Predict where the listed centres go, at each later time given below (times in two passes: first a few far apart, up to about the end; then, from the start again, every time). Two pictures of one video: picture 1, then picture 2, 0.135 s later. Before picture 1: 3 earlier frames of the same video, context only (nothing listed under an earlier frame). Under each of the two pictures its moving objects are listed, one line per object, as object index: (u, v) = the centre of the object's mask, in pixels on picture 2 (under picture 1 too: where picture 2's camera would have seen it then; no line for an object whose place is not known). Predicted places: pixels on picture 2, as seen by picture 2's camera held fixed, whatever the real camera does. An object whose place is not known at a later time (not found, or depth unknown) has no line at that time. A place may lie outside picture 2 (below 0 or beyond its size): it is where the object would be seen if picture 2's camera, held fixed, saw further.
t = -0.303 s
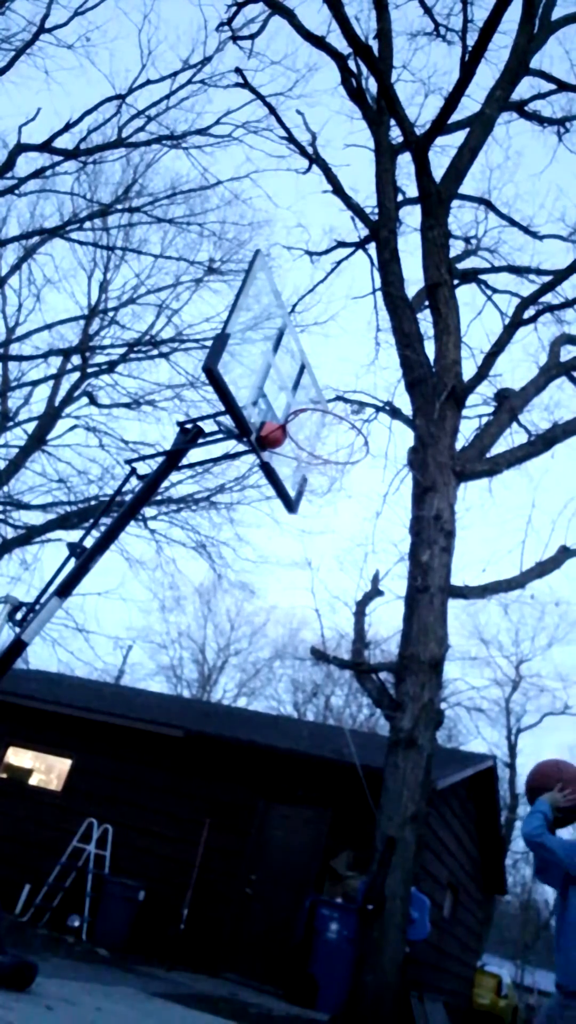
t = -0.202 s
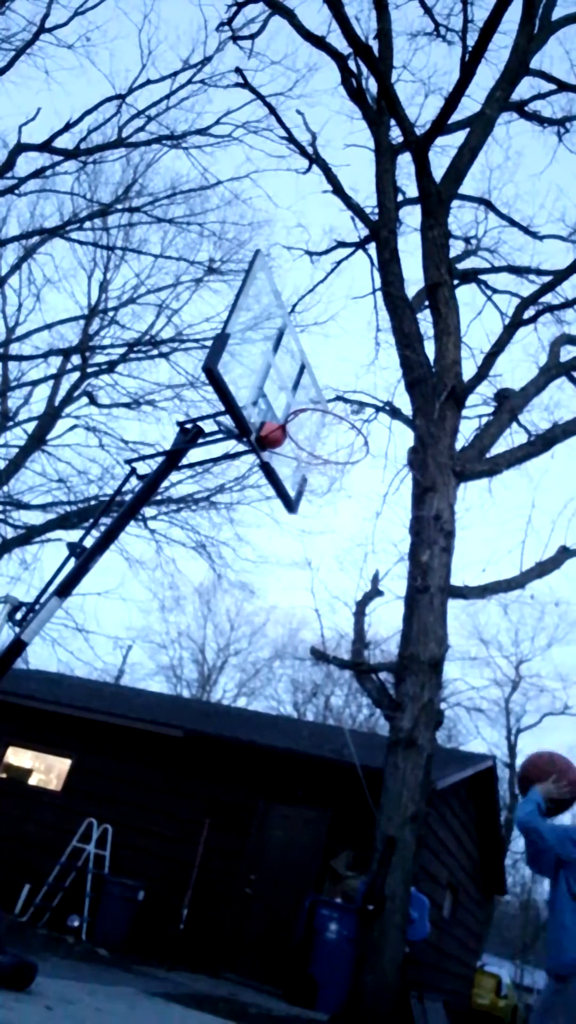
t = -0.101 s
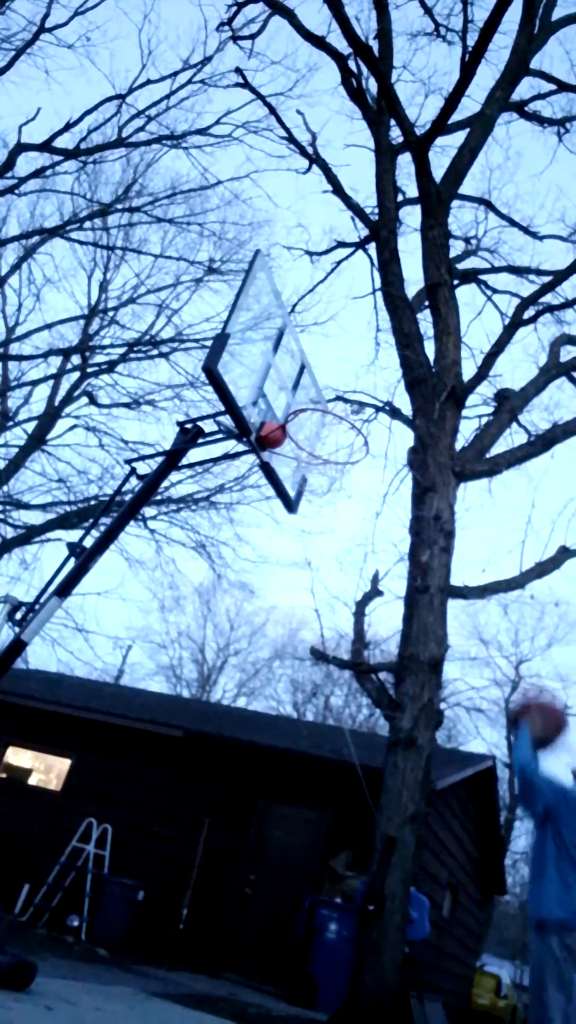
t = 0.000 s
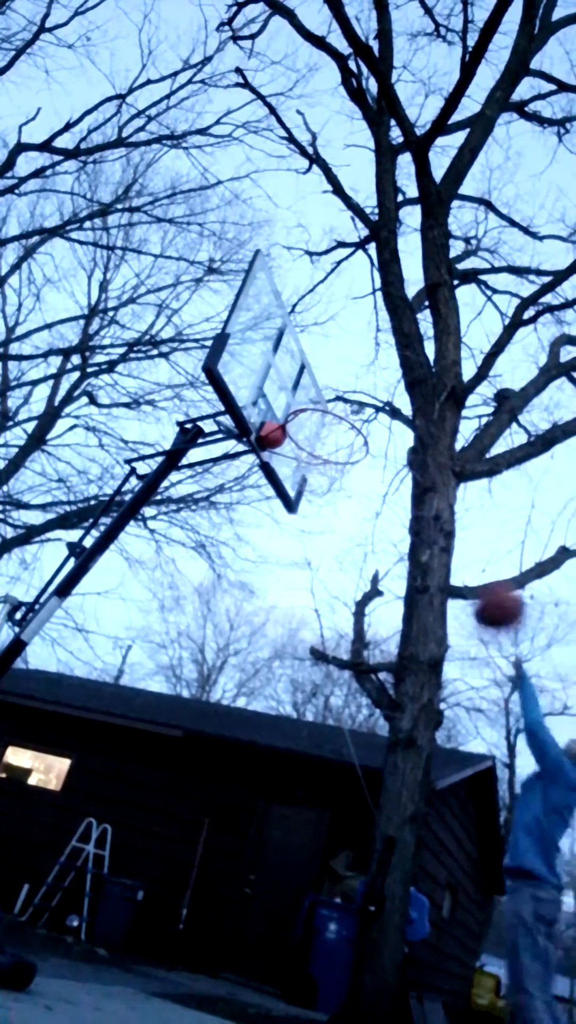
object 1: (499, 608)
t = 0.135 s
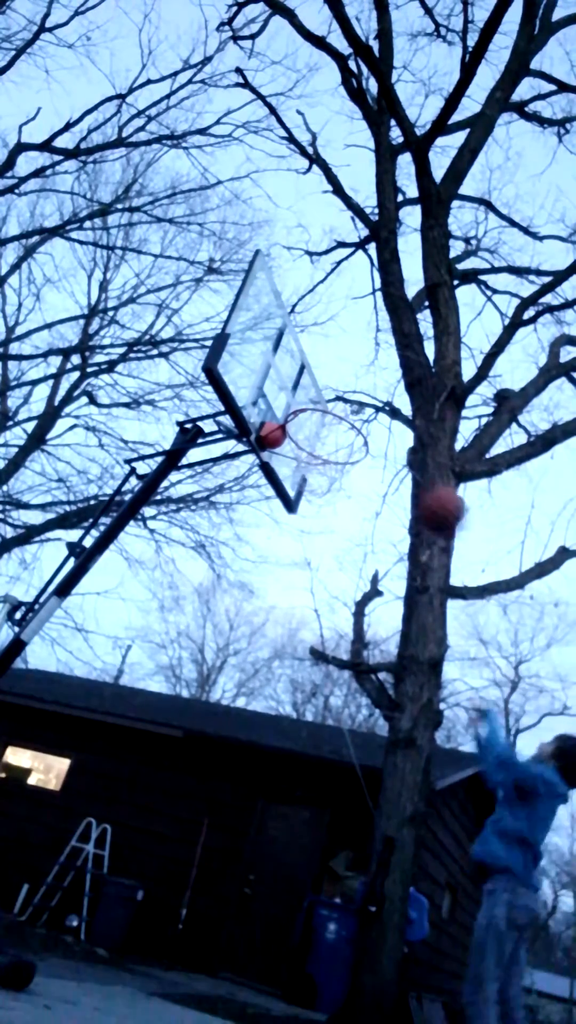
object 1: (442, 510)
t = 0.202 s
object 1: (418, 480)
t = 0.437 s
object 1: (422, 493)
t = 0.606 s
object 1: (465, 590)
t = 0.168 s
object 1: (431, 493)
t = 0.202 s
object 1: (418, 480)
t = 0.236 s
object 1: (406, 470)
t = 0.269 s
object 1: (390, 459)
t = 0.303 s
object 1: (385, 457)
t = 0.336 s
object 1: (395, 463)
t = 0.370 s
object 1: (405, 472)
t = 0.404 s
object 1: (415, 482)
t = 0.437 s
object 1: (422, 493)
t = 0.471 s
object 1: (432, 508)
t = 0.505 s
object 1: (438, 522)
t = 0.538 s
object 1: (444, 540)
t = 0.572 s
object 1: (455, 564)
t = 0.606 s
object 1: (465, 590)
